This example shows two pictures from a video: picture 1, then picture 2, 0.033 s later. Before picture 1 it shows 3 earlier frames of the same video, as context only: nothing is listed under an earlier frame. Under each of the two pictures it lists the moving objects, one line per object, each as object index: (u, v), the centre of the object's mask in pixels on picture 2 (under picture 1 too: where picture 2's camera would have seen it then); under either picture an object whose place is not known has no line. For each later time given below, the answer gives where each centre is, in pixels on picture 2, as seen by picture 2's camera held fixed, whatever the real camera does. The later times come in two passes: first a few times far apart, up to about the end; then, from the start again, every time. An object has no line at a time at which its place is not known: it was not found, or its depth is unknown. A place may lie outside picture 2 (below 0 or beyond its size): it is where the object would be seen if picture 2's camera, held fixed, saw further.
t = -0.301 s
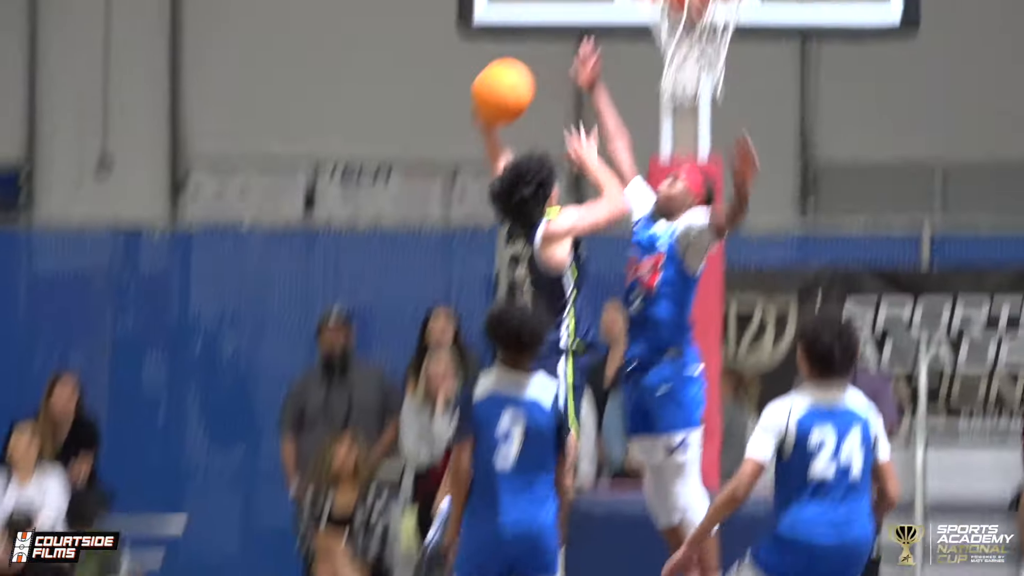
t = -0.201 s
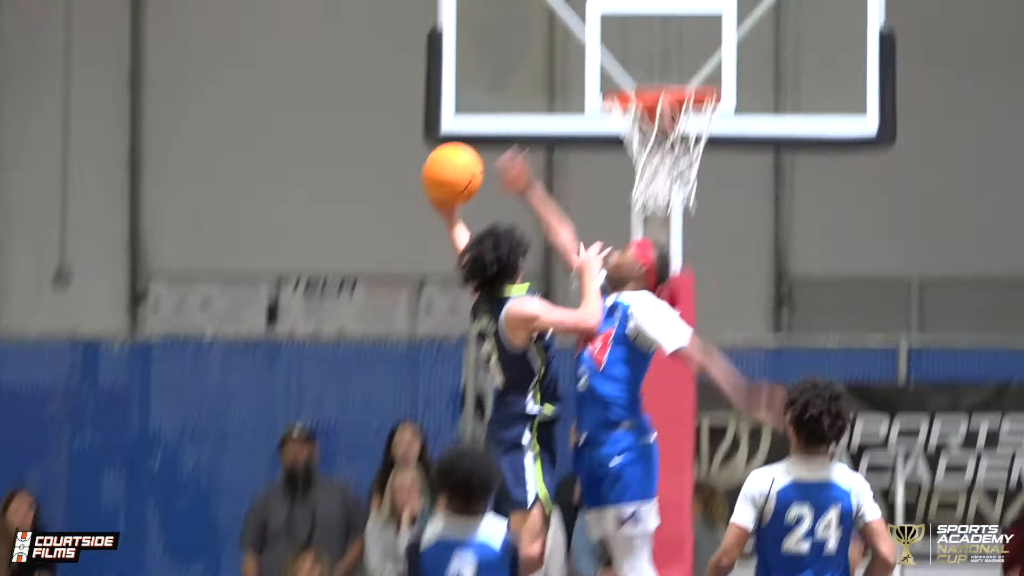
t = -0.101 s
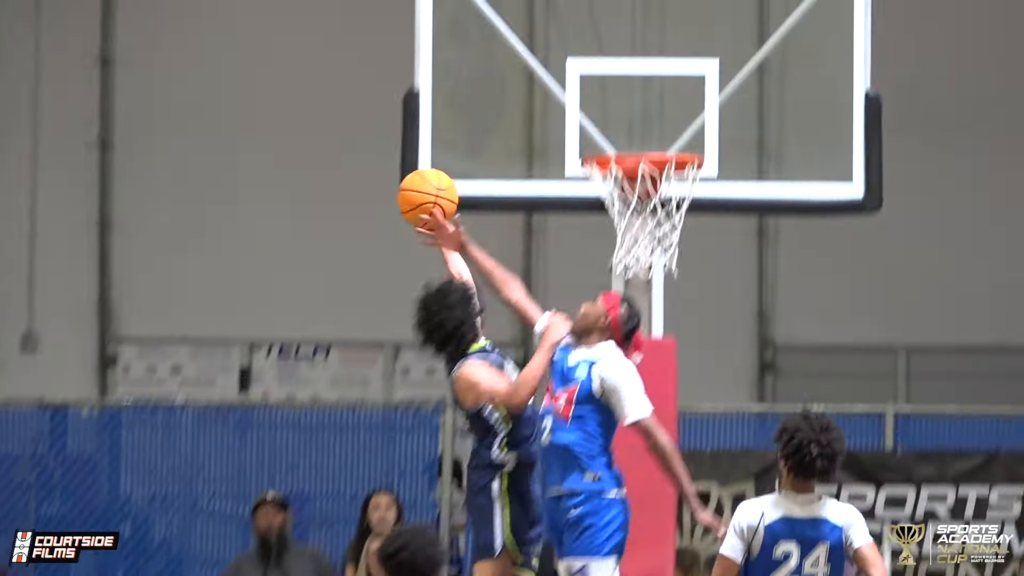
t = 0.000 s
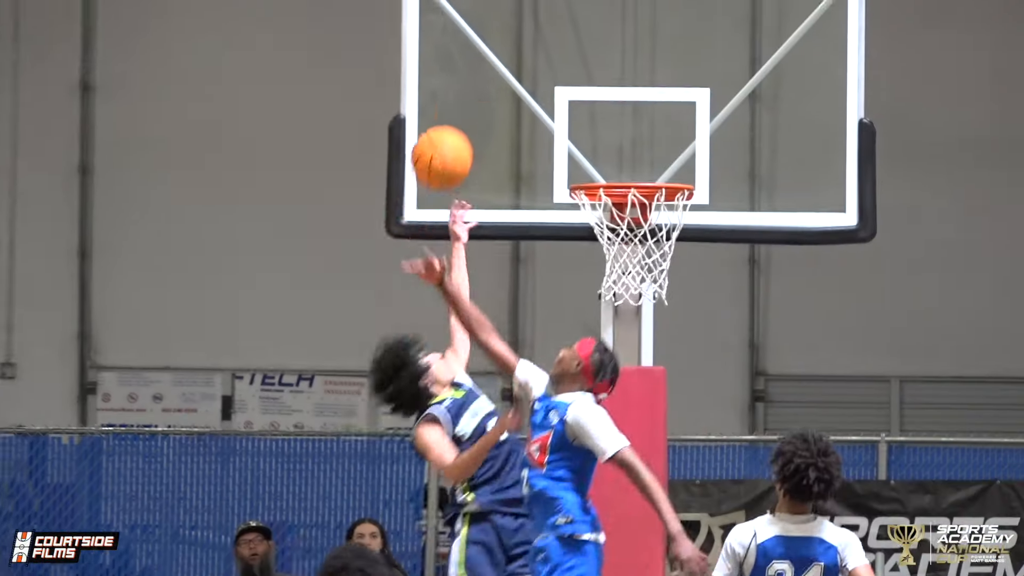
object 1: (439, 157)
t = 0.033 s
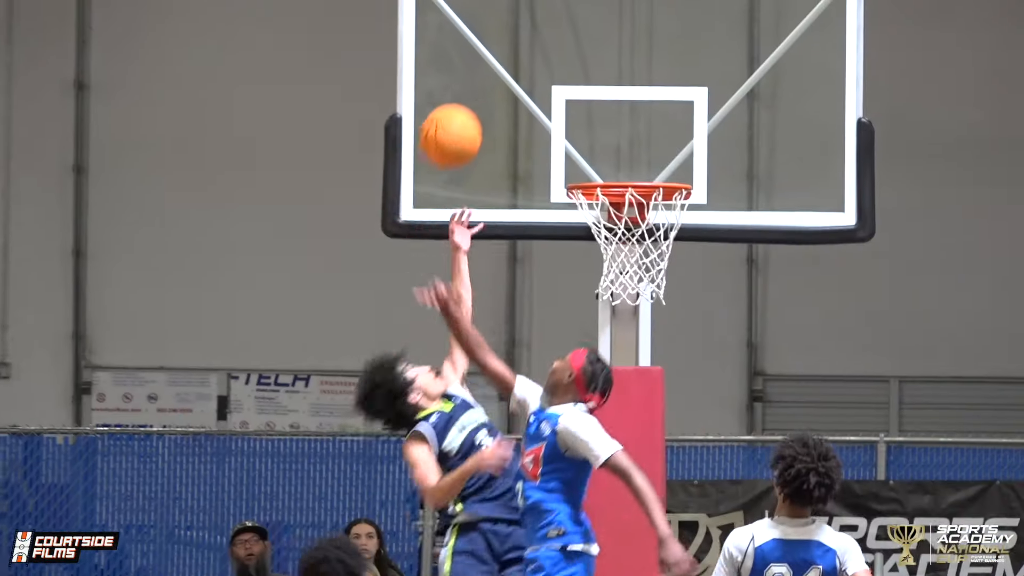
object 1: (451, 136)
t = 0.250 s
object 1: (530, 62)
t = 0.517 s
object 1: (626, 134)
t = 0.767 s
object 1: (639, 88)
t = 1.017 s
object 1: (635, 133)
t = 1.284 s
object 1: (629, 282)
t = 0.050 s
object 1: (457, 126)
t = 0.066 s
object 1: (463, 118)
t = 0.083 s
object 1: (470, 109)
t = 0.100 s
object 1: (476, 101)
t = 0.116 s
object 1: (482, 95)
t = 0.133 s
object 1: (488, 89)
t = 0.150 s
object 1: (494, 83)
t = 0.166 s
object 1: (501, 77)
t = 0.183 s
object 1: (506, 73)
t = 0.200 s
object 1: (513, 69)
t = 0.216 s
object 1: (518, 66)
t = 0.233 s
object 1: (525, 64)
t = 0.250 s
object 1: (530, 62)
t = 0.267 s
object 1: (536, 61)
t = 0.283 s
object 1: (543, 61)
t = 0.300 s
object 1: (548, 62)
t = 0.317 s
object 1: (554, 64)
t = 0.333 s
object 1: (561, 65)
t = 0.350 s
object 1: (567, 68)
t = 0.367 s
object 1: (573, 72)
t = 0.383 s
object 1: (579, 76)
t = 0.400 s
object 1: (585, 81)
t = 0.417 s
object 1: (591, 86)
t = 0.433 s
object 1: (597, 93)
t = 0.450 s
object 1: (603, 100)
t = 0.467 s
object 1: (609, 108)
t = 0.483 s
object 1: (615, 117)
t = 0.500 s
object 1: (620, 126)
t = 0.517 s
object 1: (626, 134)
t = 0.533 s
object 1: (632, 144)
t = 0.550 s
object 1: (638, 153)
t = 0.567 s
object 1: (639, 155)
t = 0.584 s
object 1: (640, 148)
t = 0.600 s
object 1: (640, 139)
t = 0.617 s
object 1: (640, 132)
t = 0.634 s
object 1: (640, 126)
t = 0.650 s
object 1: (640, 118)
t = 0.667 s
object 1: (640, 111)
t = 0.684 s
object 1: (639, 106)
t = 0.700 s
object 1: (639, 101)
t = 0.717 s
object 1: (639, 97)
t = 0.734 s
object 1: (639, 93)
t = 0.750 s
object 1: (639, 90)
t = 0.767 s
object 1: (639, 88)
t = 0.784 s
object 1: (639, 86)
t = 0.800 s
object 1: (638, 85)
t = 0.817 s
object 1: (638, 85)
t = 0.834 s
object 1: (638, 85)
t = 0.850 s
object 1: (637, 86)
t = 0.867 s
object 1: (637, 87)
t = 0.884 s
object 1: (637, 90)
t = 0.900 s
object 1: (637, 93)
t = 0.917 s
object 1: (636, 96)
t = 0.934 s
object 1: (636, 100)
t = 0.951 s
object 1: (636, 106)
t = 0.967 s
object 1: (636, 112)
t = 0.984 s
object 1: (636, 119)
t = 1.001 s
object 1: (636, 126)
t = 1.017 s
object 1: (635, 133)
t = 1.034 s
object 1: (635, 142)
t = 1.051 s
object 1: (634, 151)
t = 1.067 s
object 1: (634, 157)
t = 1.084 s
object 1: (634, 164)
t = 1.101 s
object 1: (633, 184)
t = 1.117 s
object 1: (632, 196)
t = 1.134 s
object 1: (632, 213)
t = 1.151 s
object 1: (632, 221)
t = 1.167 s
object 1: (632, 233)
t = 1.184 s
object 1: (631, 241)
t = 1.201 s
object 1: (630, 247)
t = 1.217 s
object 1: (630, 253)
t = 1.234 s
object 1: (630, 259)
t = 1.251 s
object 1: (629, 266)
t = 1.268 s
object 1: (629, 274)
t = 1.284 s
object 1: (629, 282)
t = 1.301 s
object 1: (628, 293)
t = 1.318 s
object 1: (628, 303)
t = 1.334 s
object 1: (628, 313)
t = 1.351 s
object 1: (628, 323)
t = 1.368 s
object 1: (627, 335)
